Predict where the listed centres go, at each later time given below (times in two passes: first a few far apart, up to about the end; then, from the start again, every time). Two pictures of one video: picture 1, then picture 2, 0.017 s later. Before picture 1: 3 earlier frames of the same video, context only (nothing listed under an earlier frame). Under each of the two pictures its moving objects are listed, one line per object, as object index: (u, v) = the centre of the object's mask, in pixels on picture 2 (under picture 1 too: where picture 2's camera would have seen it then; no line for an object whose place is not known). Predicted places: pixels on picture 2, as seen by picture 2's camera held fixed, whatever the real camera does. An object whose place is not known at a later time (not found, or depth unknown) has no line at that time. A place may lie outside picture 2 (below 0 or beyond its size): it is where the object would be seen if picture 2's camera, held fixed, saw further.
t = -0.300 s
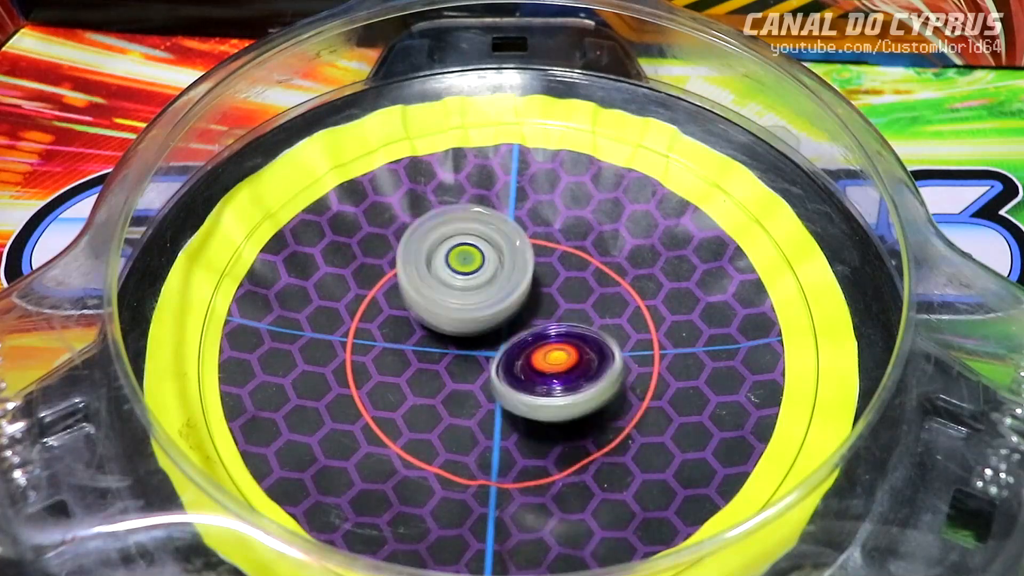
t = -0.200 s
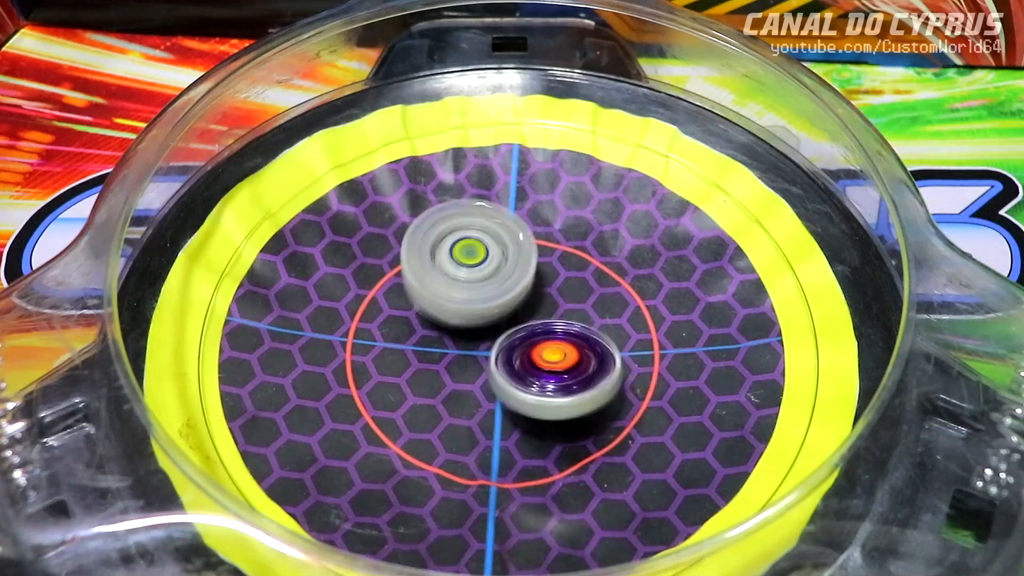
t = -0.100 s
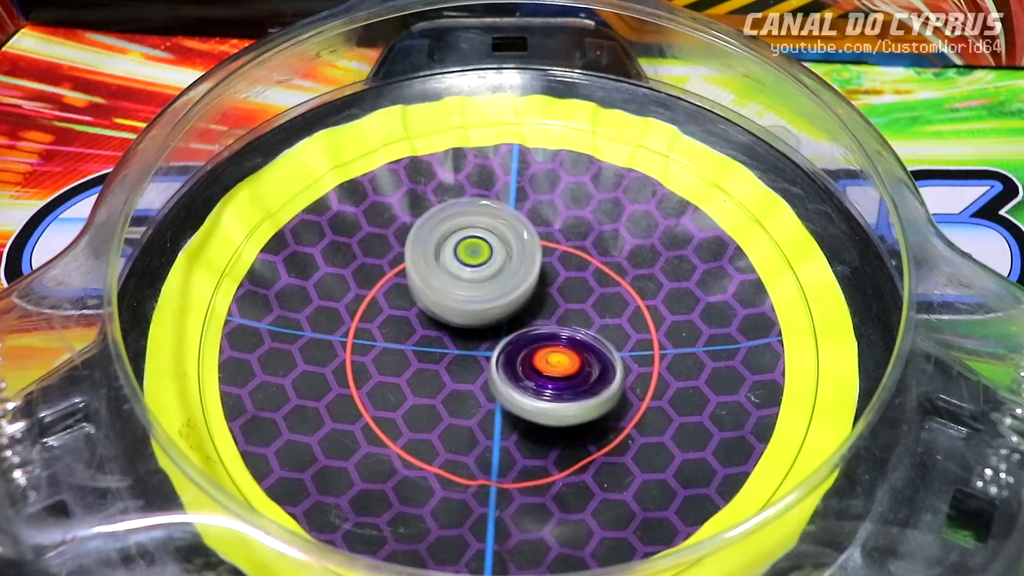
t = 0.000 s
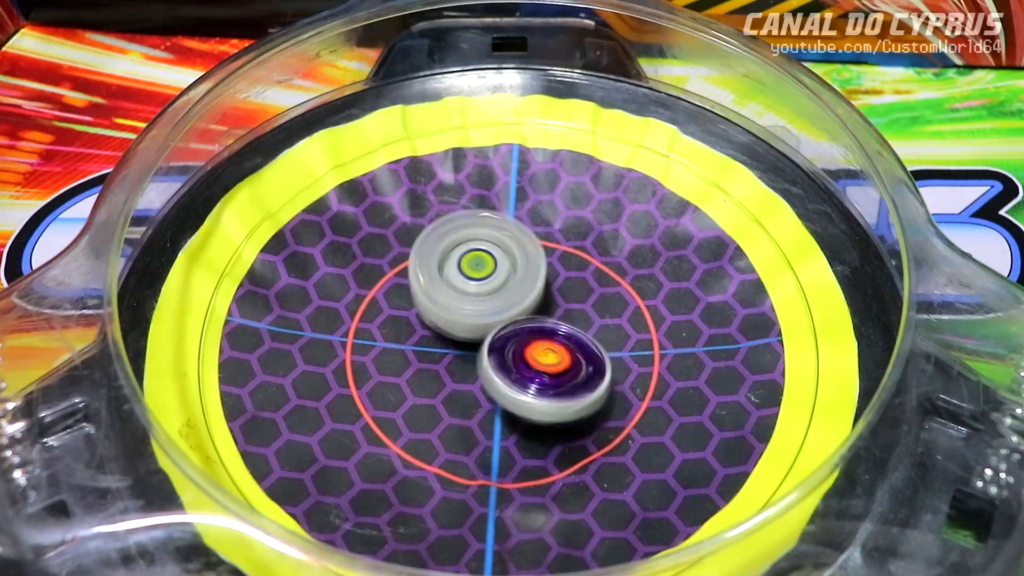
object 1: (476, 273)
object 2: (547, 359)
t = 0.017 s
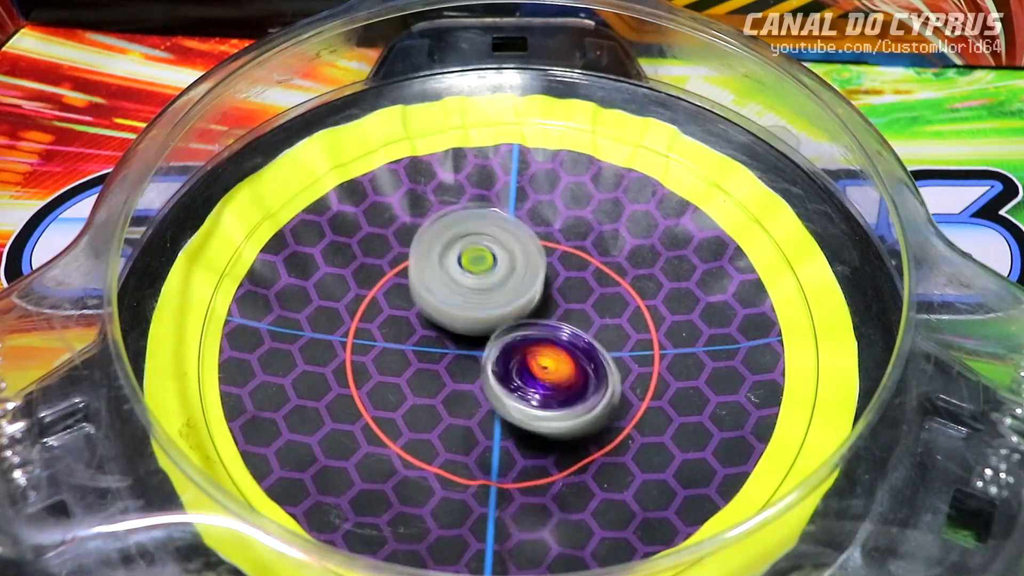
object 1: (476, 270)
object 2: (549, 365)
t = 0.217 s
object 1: (462, 234)
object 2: (578, 455)
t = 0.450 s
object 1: (472, 273)
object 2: (555, 384)
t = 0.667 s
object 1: (475, 264)
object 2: (581, 409)
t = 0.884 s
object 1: (490, 270)
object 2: (565, 371)
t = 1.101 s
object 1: (499, 269)
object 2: (559, 370)
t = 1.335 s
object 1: (500, 271)
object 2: (537, 366)
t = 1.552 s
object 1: (502, 273)
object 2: (524, 372)
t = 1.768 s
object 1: (506, 248)
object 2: (508, 411)
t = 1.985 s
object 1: (501, 253)
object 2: (511, 394)
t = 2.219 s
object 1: (495, 263)
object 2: (532, 372)
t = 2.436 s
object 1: (497, 267)
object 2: (535, 371)
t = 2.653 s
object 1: (494, 270)
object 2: (541, 381)
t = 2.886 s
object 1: (494, 268)
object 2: (542, 392)
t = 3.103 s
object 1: (486, 272)
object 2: (525, 373)
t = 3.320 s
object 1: (483, 273)
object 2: (520, 365)
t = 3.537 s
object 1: (479, 274)
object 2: (539, 370)
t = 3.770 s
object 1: (473, 274)
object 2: (550, 363)
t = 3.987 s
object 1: (471, 277)
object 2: (560, 357)
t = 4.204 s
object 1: (468, 280)
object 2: (570, 342)
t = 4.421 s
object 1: (465, 284)
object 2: (567, 347)
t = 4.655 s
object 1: (454, 280)
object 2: (556, 353)
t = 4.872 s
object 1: (447, 274)
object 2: (528, 352)
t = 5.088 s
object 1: (450, 270)
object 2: (539, 356)
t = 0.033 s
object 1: (471, 260)
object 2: (556, 381)
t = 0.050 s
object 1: (469, 252)
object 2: (565, 403)
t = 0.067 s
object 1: (466, 245)
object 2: (569, 411)
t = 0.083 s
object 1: (464, 239)
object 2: (575, 427)
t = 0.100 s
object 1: (463, 236)
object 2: (577, 437)
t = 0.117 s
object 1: (461, 232)
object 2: (581, 443)
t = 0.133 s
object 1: (462, 231)
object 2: (583, 449)
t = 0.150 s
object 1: (462, 231)
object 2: (583, 455)
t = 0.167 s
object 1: (461, 231)
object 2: (583, 457)
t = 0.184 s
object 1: (462, 232)
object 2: (582, 458)
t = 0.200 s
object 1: (463, 233)
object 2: (580, 458)
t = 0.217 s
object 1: (462, 234)
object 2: (578, 455)
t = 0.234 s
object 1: (463, 237)
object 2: (576, 453)
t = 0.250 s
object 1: (464, 239)
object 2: (573, 449)
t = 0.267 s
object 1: (464, 241)
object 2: (572, 444)
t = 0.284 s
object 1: (464, 244)
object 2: (568, 439)
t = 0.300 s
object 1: (465, 247)
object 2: (566, 433)
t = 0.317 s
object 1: (465, 249)
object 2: (565, 429)
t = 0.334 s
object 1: (465, 252)
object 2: (562, 422)
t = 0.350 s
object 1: (467, 255)
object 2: (561, 416)
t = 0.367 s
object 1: (466, 258)
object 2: (560, 412)
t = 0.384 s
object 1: (467, 262)
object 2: (559, 405)
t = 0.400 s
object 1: (469, 265)
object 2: (558, 399)
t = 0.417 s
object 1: (470, 268)
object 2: (558, 396)
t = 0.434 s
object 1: (471, 272)
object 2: (556, 390)
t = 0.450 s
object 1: (472, 273)
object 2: (555, 384)
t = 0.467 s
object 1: (473, 277)
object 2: (555, 382)
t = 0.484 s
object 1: (474, 280)
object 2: (553, 376)
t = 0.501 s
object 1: (475, 280)
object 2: (553, 371)
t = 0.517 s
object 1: (475, 282)
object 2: (552, 369)
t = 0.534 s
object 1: (476, 281)
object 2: (553, 368)
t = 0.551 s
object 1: (474, 277)
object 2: (560, 375)
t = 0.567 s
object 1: (472, 271)
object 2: (568, 387)
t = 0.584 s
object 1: (472, 267)
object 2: (571, 396)
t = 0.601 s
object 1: (472, 265)
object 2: (577, 399)
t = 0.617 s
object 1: (473, 264)
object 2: (579, 404)
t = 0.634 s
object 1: (474, 264)
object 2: (581, 407)
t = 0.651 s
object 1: (475, 264)
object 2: (582, 408)
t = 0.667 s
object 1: (475, 264)
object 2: (581, 409)
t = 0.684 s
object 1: (476, 264)
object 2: (579, 409)
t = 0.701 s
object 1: (478, 264)
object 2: (579, 407)
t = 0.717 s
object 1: (478, 265)
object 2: (577, 406)
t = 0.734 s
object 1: (479, 265)
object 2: (575, 403)
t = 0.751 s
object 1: (480, 265)
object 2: (573, 399)
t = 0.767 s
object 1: (482, 266)
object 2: (572, 396)
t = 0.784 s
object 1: (483, 266)
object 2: (570, 393)
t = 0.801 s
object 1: (484, 267)
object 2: (569, 388)
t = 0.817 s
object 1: (485, 267)
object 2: (568, 385)
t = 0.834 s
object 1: (487, 268)
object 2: (567, 382)
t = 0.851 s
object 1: (487, 269)
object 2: (567, 378)
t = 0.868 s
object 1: (489, 269)
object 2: (566, 375)
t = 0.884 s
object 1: (490, 270)
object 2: (565, 371)
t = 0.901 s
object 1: (491, 271)
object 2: (565, 367)
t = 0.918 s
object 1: (493, 272)
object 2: (564, 364)
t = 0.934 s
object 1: (493, 272)
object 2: (563, 361)
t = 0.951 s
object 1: (494, 272)
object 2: (563, 358)
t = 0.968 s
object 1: (495, 272)
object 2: (563, 357)
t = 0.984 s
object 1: (495, 271)
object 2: (563, 358)
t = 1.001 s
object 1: (495, 270)
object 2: (563, 359)
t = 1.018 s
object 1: (496, 270)
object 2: (563, 360)
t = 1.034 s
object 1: (497, 271)
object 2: (561, 360)
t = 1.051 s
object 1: (497, 271)
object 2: (559, 359)
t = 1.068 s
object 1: (497, 270)
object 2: (561, 363)
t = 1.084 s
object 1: (498, 269)
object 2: (559, 367)
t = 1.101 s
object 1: (499, 269)
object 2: (559, 370)
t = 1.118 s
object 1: (499, 270)
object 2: (558, 372)
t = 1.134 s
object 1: (499, 270)
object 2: (556, 374)
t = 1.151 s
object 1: (500, 271)
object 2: (553, 373)
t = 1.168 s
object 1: (500, 271)
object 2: (551, 373)
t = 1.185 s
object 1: (500, 272)
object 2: (549, 372)
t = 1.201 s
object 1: (500, 273)
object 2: (547, 371)
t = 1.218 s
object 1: (500, 273)
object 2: (546, 368)
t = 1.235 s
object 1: (500, 273)
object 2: (544, 366)
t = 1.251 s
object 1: (501, 273)
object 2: (543, 368)
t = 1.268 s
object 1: (500, 272)
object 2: (542, 367)
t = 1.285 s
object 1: (500, 271)
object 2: (542, 367)
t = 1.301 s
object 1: (501, 271)
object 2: (540, 369)
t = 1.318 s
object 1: (500, 271)
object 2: (538, 367)
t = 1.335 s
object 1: (500, 271)
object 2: (537, 366)
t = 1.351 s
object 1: (500, 271)
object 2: (538, 366)
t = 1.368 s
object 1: (500, 271)
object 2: (537, 366)
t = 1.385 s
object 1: (501, 271)
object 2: (535, 365)
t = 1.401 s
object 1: (500, 269)
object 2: (537, 369)
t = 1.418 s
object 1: (501, 268)
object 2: (536, 374)
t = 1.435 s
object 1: (501, 267)
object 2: (535, 376)
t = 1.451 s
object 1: (501, 268)
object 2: (535, 376)
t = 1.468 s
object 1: (502, 269)
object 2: (534, 378)
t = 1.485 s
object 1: (501, 269)
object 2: (531, 378)
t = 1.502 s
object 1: (502, 271)
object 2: (529, 376)
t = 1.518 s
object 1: (502, 271)
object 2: (527, 375)
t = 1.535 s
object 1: (501, 272)
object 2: (526, 375)
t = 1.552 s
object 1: (502, 273)
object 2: (524, 372)
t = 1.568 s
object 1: (500, 273)
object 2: (525, 370)
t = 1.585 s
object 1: (500, 274)
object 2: (525, 369)
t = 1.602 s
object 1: (501, 273)
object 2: (523, 371)
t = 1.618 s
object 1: (500, 272)
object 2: (522, 371)
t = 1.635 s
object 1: (500, 272)
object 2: (522, 371)
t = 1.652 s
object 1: (500, 271)
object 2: (520, 372)
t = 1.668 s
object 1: (500, 271)
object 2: (517, 369)
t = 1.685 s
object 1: (500, 270)
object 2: (516, 369)
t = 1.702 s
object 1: (501, 266)
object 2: (518, 378)
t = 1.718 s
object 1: (504, 259)
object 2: (513, 390)
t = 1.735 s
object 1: (504, 254)
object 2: (513, 401)
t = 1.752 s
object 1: (506, 251)
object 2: (509, 407)
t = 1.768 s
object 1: (506, 248)
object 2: (508, 411)
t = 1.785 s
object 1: (507, 246)
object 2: (505, 416)
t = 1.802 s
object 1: (507, 246)
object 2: (503, 416)
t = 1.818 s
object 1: (506, 245)
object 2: (502, 417)
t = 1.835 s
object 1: (506, 245)
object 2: (503, 417)
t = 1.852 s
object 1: (505, 245)
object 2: (501, 418)
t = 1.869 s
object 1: (505, 246)
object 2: (500, 414)
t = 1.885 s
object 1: (505, 246)
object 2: (502, 411)
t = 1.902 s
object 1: (503, 247)
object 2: (503, 409)
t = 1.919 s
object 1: (503, 248)
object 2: (504, 406)
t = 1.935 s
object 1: (502, 248)
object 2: (504, 403)
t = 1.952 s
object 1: (502, 250)
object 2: (507, 400)
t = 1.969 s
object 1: (502, 251)
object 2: (509, 397)
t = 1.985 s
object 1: (501, 253)
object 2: (511, 394)
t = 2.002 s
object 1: (501, 255)
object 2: (513, 392)
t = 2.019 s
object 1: (500, 256)
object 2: (516, 388)
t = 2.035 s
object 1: (499, 258)
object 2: (518, 386)
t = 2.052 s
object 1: (499, 259)
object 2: (519, 384)
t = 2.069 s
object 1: (498, 261)
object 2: (521, 381)
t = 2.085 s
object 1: (498, 262)
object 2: (523, 379)
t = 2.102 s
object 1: (497, 264)
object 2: (525, 378)
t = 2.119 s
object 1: (497, 265)
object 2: (525, 376)
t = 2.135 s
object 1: (497, 265)
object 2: (525, 372)
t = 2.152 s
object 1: (496, 265)
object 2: (527, 369)
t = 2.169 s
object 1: (496, 265)
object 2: (529, 371)
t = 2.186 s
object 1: (495, 264)
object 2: (529, 371)
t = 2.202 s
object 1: (495, 263)
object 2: (531, 371)
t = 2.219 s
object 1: (495, 263)
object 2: (532, 372)
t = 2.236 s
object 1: (495, 263)
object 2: (533, 373)
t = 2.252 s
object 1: (496, 264)
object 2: (533, 374)
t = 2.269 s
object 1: (496, 264)
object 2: (532, 372)
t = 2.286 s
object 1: (496, 265)
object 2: (532, 368)
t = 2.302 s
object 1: (496, 264)
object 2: (534, 367)
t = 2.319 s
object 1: (496, 266)
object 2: (535, 367)
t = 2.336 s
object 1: (497, 265)
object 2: (534, 370)
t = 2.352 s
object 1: (496, 265)
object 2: (532, 371)
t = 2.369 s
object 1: (497, 264)
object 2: (534, 371)
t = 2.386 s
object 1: (496, 265)
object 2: (536, 372)
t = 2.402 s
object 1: (497, 265)
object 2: (535, 375)
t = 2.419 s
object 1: (497, 266)
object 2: (533, 373)
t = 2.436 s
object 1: (497, 267)
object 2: (535, 371)
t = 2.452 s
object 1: (497, 267)
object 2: (537, 371)
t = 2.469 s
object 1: (497, 269)
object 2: (537, 371)
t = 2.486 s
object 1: (498, 270)
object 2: (536, 371)
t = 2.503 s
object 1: (497, 271)
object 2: (534, 368)
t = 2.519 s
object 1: (497, 272)
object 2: (538, 366)
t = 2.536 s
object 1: (496, 273)
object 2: (538, 365)
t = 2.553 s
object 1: (496, 275)
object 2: (539, 365)
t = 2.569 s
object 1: (496, 275)
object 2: (537, 364)
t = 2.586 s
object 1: (496, 275)
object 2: (538, 366)
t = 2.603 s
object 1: (496, 272)
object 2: (540, 371)
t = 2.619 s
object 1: (494, 270)
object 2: (541, 377)
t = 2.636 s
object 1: (494, 270)
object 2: (541, 380)
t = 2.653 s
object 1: (494, 270)
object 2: (541, 381)
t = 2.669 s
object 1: (494, 271)
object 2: (543, 382)
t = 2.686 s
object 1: (494, 272)
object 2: (542, 383)
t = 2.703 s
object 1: (494, 273)
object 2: (541, 384)
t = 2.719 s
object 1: (494, 274)
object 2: (538, 383)
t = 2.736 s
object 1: (493, 275)
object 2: (538, 381)
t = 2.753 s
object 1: (494, 277)
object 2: (540, 379)
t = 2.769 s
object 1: (493, 277)
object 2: (539, 378)
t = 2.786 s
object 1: (493, 278)
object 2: (539, 377)
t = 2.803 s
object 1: (493, 279)
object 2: (538, 375)
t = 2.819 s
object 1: (493, 279)
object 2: (539, 373)
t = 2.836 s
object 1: (493, 276)
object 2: (540, 377)
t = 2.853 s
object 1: (493, 273)
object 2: (540, 382)
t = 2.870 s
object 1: (494, 270)
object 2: (539, 388)
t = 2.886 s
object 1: (494, 268)
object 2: (542, 392)
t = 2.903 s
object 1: (494, 268)
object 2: (542, 397)
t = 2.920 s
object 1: (494, 268)
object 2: (540, 399)
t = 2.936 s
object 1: (493, 269)
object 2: (539, 400)
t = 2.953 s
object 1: (492, 269)
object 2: (535, 403)
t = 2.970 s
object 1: (491, 269)
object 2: (531, 401)
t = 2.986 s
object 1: (491, 269)
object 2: (526, 396)
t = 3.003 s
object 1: (490, 270)
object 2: (525, 393)
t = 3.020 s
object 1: (490, 270)
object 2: (524, 392)
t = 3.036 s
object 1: (489, 271)
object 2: (522, 387)
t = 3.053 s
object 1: (489, 272)
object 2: (521, 384)
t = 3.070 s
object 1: (488, 273)
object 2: (521, 380)
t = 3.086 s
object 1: (487, 273)
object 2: (522, 376)
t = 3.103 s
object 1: (486, 272)
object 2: (525, 373)
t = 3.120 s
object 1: (486, 274)
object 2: (526, 370)
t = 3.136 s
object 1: (485, 273)
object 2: (526, 370)
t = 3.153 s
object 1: (485, 273)
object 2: (528, 371)
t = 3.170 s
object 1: (486, 271)
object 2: (529, 374)
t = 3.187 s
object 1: (486, 270)
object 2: (528, 376)
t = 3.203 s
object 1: (486, 270)
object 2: (529, 378)
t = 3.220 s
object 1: (485, 271)
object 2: (528, 378)
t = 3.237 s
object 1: (485, 271)
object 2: (524, 381)
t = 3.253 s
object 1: (484, 272)
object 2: (520, 380)
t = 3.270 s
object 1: (484, 272)
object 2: (515, 376)
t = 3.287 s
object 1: (483, 272)
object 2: (516, 371)
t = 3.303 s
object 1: (483, 273)
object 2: (518, 367)
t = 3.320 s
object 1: (483, 273)
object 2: (520, 365)
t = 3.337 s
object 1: (482, 273)
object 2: (521, 366)
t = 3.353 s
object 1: (483, 272)
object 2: (524, 366)
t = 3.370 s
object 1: (482, 272)
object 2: (524, 366)
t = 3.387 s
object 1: (482, 272)
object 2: (529, 365)
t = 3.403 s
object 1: (481, 273)
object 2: (532, 366)
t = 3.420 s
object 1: (481, 273)
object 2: (535, 368)
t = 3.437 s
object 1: (481, 273)
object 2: (536, 370)
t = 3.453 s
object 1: (481, 273)
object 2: (536, 371)
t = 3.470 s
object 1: (480, 273)
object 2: (536, 371)
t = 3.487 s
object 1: (480, 273)
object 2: (537, 370)
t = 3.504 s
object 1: (480, 274)
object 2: (540, 370)
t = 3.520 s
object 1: (479, 275)
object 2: (540, 369)
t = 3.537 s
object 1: (479, 274)
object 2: (539, 370)
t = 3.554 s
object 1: (478, 273)
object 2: (539, 375)
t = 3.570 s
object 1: (479, 271)
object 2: (538, 377)
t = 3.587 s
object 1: (478, 270)
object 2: (540, 376)
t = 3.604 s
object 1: (478, 270)
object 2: (544, 376)
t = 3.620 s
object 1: (477, 270)
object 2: (545, 379)
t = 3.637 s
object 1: (477, 271)
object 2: (543, 380)
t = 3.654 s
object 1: (476, 271)
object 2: (542, 378)
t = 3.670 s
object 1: (476, 271)
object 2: (542, 375)
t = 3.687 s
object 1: (475, 271)
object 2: (544, 371)
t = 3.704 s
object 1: (475, 272)
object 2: (547, 370)
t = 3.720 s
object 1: (474, 272)
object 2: (549, 369)
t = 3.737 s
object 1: (474, 273)
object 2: (549, 368)
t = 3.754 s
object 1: (474, 273)
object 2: (551, 367)
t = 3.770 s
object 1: (473, 274)
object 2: (550, 363)
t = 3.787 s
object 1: (473, 274)
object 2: (553, 361)
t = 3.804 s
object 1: (473, 275)
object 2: (558, 358)
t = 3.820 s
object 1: (473, 275)
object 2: (561, 359)
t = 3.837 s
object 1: (473, 276)
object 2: (560, 360)
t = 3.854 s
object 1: (473, 277)
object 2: (559, 359)
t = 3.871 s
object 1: (472, 277)
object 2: (559, 358)
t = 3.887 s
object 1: (473, 277)
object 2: (560, 357)
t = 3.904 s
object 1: (472, 277)
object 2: (564, 356)
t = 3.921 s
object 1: (472, 277)
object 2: (564, 356)
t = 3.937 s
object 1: (472, 277)
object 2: (561, 357)
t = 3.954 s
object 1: (471, 277)
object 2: (559, 356)
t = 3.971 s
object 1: (471, 277)
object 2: (558, 355)
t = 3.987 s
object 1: (471, 277)
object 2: (560, 357)
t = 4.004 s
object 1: (471, 276)
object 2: (562, 361)
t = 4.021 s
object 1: (471, 277)
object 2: (562, 364)
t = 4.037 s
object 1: (471, 277)
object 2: (560, 365)
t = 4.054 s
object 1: (470, 277)
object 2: (558, 364)
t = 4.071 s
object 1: (470, 277)
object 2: (558, 359)
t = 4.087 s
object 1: (469, 278)
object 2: (559, 355)
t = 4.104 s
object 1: (469, 278)
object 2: (561, 351)
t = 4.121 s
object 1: (469, 278)
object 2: (565, 348)
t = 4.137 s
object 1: (469, 278)
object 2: (568, 347)
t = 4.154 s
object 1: (468, 279)
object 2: (568, 347)
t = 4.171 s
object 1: (468, 279)
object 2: (569, 346)
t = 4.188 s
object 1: (468, 280)
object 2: (571, 345)
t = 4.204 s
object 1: (468, 280)
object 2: (570, 342)
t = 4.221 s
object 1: (467, 280)
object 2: (573, 341)
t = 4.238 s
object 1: (467, 280)
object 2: (581, 343)
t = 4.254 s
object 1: (466, 280)
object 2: (586, 346)
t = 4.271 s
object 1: (466, 281)
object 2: (585, 349)
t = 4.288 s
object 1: (466, 281)
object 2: (581, 351)
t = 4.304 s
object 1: (466, 282)
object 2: (577, 350)
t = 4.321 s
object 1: (466, 282)
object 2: (575, 347)
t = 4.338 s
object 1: (466, 283)
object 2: (571, 347)
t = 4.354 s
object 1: (466, 283)
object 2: (571, 345)
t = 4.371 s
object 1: (466, 284)
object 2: (571, 344)
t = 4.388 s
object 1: (465, 284)
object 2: (571, 346)
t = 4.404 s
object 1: (465, 284)
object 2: (570, 347)
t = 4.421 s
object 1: (465, 284)
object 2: (567, 347)
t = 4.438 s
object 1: (464, 284)
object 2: (564, 346)
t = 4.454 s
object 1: (463, 284)
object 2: (564, 345)
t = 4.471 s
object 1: (461, 284)
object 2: (564, 344)
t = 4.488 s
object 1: (461, 284)
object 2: (562, 344)
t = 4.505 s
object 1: (460, 284)
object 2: (558, 343)
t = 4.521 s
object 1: (459, 283)
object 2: (556, 345)
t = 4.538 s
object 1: (456, 280)
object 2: (559, 346)
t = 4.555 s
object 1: (455, 279)
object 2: (561, 348)
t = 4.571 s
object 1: (454, 278)
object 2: (563, 351)
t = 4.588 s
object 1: (454, 278)
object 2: (563, 352)
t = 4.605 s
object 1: (453, 278)
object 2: (564, 353)
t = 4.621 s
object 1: (454, 278)
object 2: (562, 355)
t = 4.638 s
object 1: (454, 279)
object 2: (559, 354)
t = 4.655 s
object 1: (454, 280)
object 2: (556, 353)
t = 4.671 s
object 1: (454, 281)
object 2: (554, 350)
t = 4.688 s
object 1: (454, 281)
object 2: (552, 346)
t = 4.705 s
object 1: (453, 281)
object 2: (554, 345)
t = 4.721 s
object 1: (451, 278)
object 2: (559, 347)
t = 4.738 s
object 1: (450, 277)
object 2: (562, 351)
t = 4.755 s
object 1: (450, 277)
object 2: (562, 355)
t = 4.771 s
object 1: (450, 277)
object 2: (559, 358)
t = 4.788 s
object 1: (450, 277)
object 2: (551, 360)
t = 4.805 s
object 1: (449, 277)
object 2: (545, 359)
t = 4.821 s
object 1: (449, 277)
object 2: (537, 358)
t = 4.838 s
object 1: (448, 277)
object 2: (532, 353)
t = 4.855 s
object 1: (448, 275)
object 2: (528, 352)
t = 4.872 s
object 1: (447, 274)
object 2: (528, 352)
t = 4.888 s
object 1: (448, 273)
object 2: (529, 353)
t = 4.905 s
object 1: (447, 272)
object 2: (526, 354)
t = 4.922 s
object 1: (448, 272)
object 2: (524, 355)
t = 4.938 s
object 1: (448, 272)
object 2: (522, 355)
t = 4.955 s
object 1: (448, 272)
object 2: (521, 354)
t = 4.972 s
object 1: (448, 272)
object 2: (520, 353)
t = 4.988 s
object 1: (448, 272)
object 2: (521, 352)
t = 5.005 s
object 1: (448, 272)
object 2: (521, 351)
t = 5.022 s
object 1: (448, 271)
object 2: (523, 350)
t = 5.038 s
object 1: (448, 270)
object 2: (527, 350)
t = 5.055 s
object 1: (449, 270)
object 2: (532, 351)
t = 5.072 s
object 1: (449, 270)
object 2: (536, 354)
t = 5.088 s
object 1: (450, 270)
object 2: (539, 356)
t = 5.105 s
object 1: (450, 270)
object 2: (541, 358)
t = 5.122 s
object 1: (451, 270)
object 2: (540, 357)
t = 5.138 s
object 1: (451, 271)
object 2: (541, 357)
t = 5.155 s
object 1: (452, 270)
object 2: (543, 357)
